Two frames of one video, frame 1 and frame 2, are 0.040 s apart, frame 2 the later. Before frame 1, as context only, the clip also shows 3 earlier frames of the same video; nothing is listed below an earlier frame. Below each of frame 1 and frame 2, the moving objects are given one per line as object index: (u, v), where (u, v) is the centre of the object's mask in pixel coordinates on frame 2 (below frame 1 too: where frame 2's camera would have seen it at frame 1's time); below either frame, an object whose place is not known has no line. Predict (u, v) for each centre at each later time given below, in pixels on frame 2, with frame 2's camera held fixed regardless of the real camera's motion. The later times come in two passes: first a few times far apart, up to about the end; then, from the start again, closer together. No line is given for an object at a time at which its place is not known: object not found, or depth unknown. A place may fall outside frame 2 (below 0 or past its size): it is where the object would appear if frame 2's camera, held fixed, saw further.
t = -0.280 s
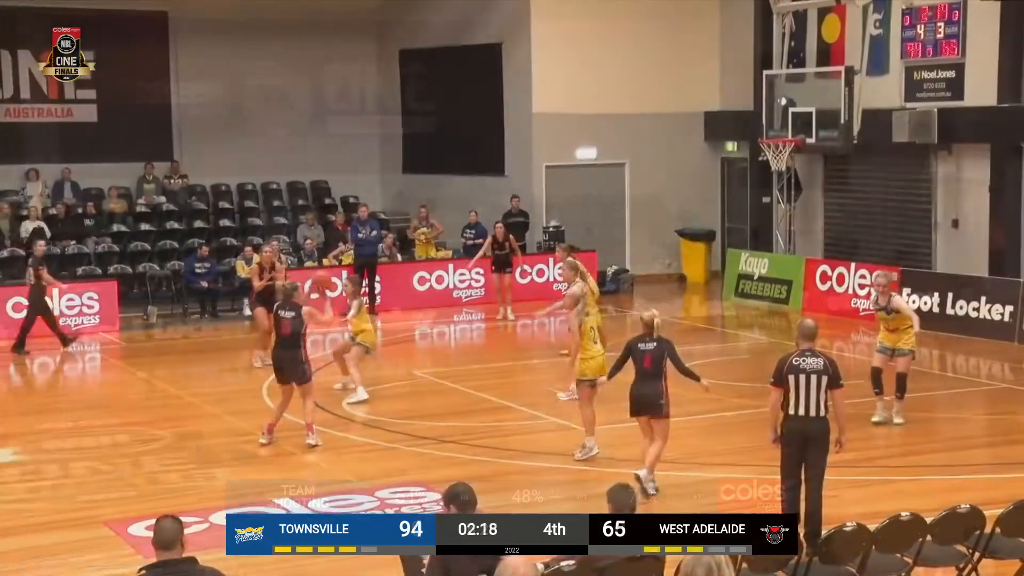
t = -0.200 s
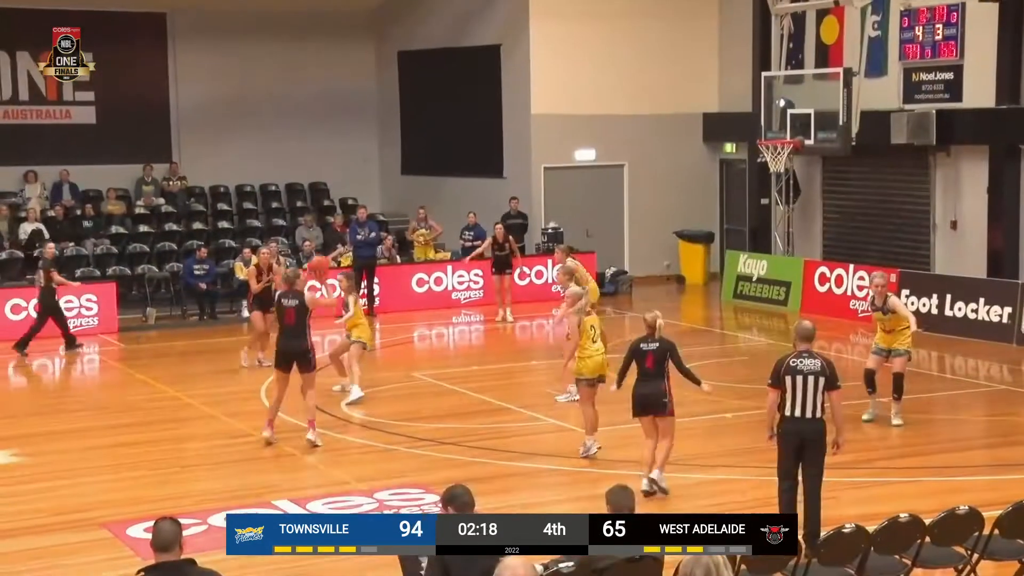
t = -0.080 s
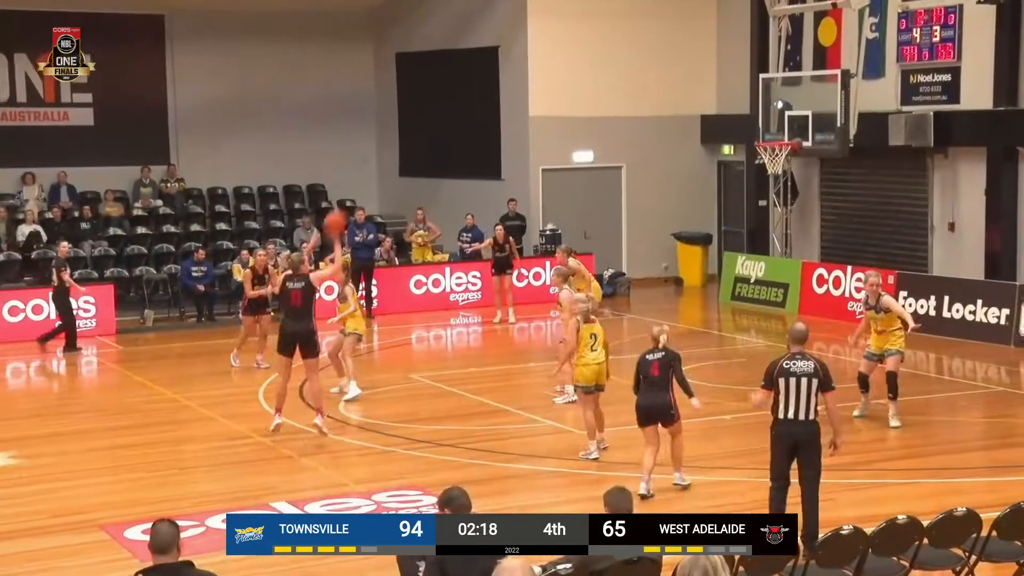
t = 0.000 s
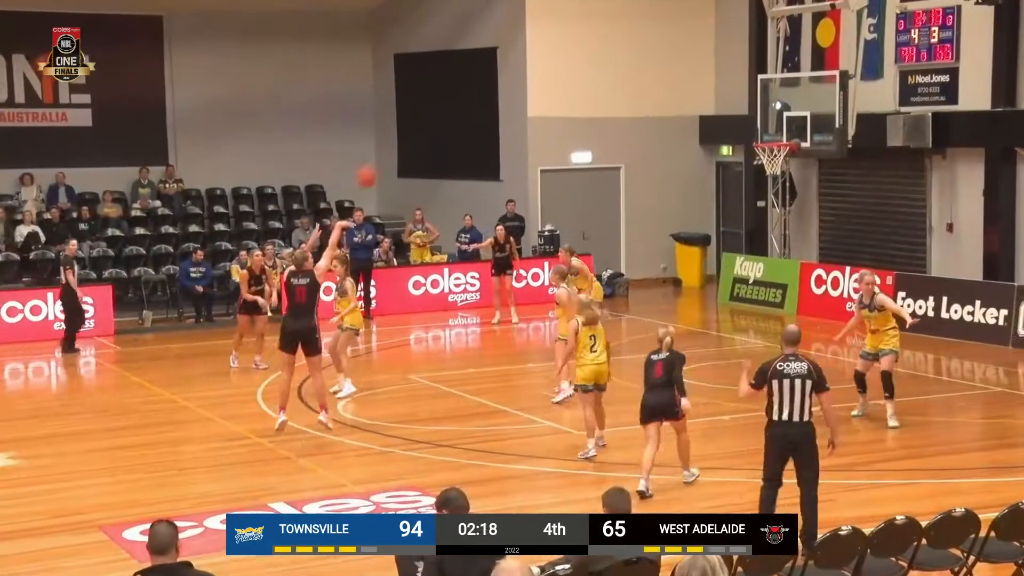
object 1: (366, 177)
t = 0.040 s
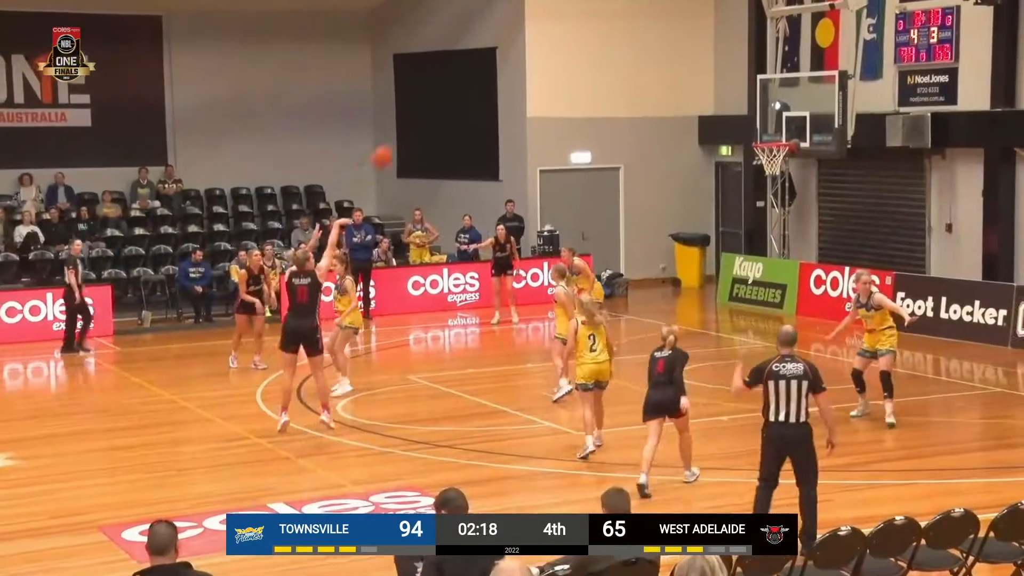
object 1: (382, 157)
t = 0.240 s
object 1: (460, 81)
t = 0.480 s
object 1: (549, 38)
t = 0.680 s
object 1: (617, 40)
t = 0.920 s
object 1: (694, 81)
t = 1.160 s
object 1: (727, 140)
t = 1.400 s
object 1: (634, 161)
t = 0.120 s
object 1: (414, 122)
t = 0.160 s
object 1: (429, 107)
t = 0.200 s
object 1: (445, 93)
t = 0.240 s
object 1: (460, 81)
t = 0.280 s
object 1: (475, 70)
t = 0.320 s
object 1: (490, 61)
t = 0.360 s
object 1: (505, 53)
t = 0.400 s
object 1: (520, 47)
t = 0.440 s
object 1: (535, 42)
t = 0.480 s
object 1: (549, 38)
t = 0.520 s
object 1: (563, 36)
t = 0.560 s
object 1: (577, 35)
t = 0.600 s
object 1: (591, 36)
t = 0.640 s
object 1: (604, 37)
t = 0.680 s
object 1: (617, 40)
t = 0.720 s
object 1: (630, 44)
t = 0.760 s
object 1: (643, 49)
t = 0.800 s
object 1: (656, 56)
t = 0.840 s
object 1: (669, 64)
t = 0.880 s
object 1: (681, 72)
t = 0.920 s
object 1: (694, 81)
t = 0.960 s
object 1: (705, 93)
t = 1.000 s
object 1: (719, 105)
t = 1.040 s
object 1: (731, 118)
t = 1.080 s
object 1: (741, 131)
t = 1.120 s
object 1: (744, 140)
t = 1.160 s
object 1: (727, 140)
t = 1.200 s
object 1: (711, 141)
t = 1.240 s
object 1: (693, 143)
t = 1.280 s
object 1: (676, 148)
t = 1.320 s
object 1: (659, 153)
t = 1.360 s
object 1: (642, 158)
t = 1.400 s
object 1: (634, 161)
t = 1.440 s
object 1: (617, 168)
